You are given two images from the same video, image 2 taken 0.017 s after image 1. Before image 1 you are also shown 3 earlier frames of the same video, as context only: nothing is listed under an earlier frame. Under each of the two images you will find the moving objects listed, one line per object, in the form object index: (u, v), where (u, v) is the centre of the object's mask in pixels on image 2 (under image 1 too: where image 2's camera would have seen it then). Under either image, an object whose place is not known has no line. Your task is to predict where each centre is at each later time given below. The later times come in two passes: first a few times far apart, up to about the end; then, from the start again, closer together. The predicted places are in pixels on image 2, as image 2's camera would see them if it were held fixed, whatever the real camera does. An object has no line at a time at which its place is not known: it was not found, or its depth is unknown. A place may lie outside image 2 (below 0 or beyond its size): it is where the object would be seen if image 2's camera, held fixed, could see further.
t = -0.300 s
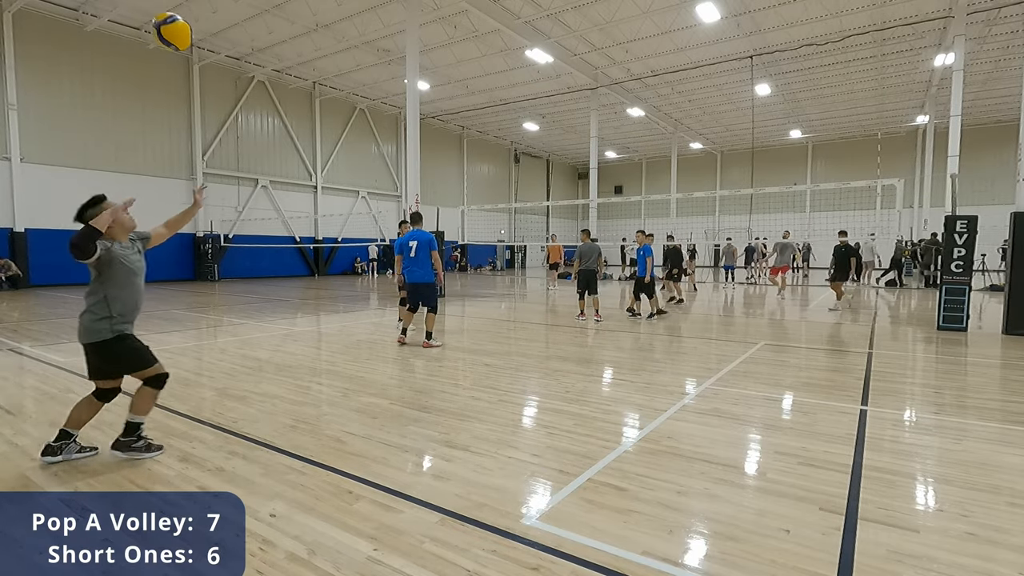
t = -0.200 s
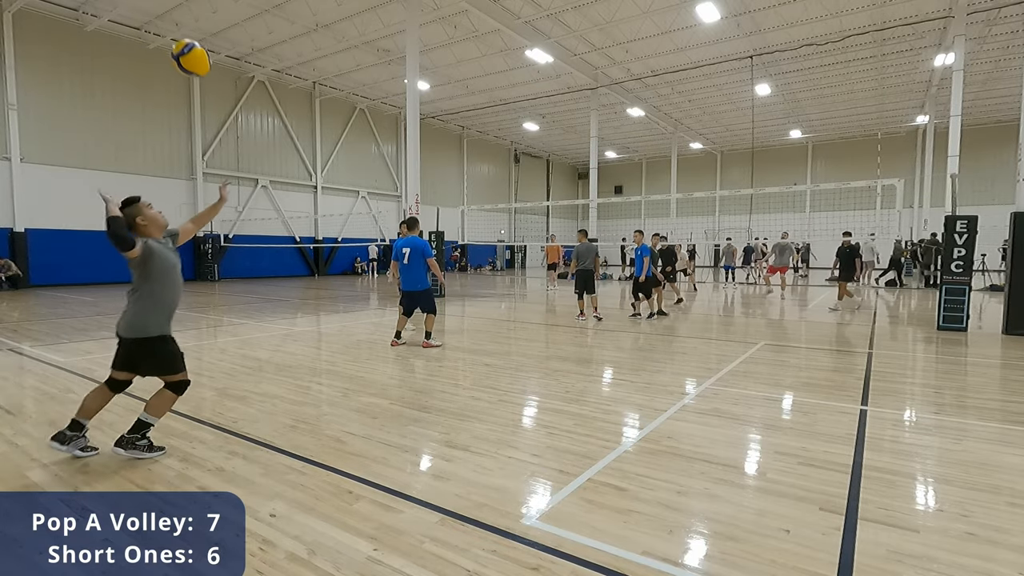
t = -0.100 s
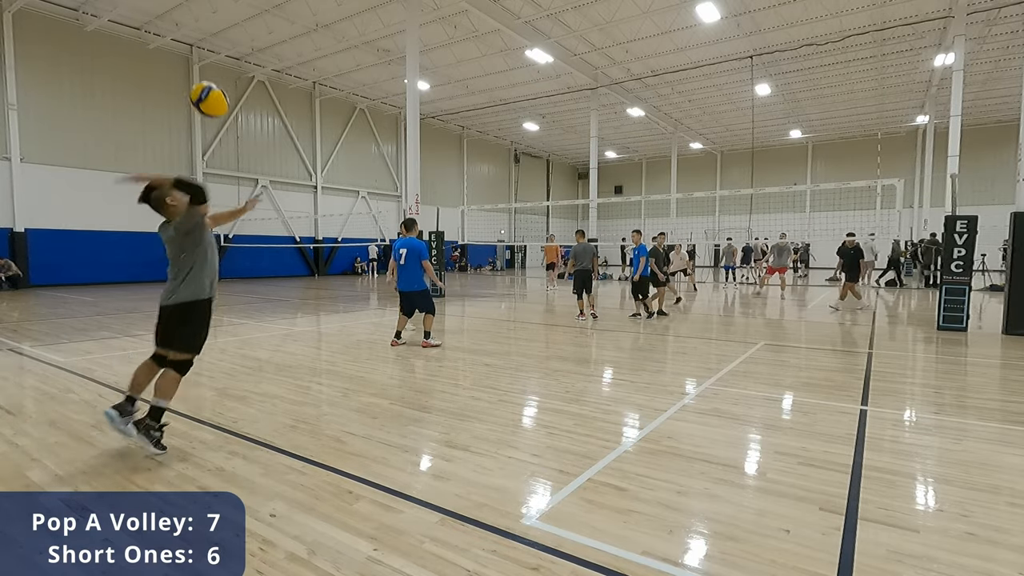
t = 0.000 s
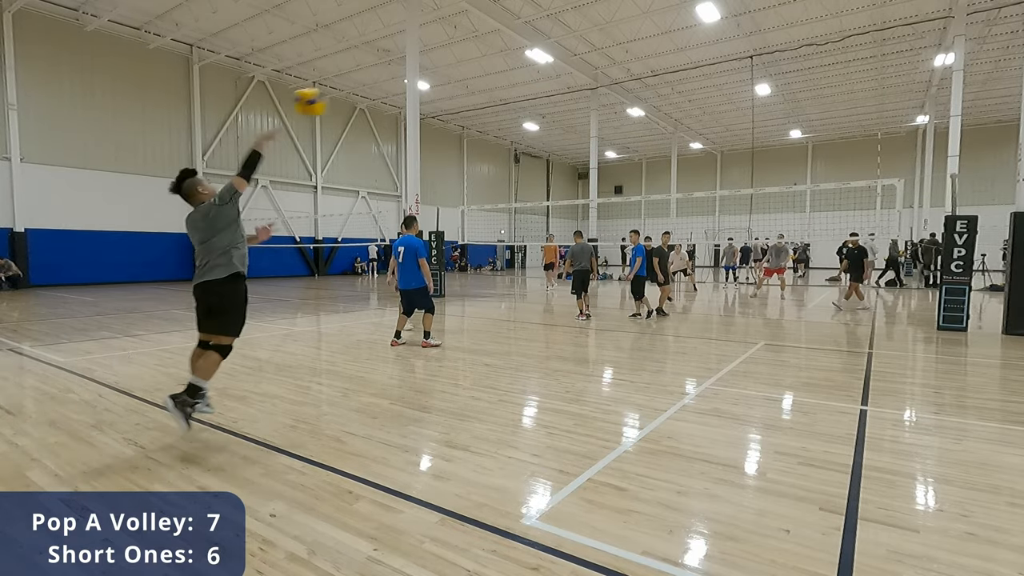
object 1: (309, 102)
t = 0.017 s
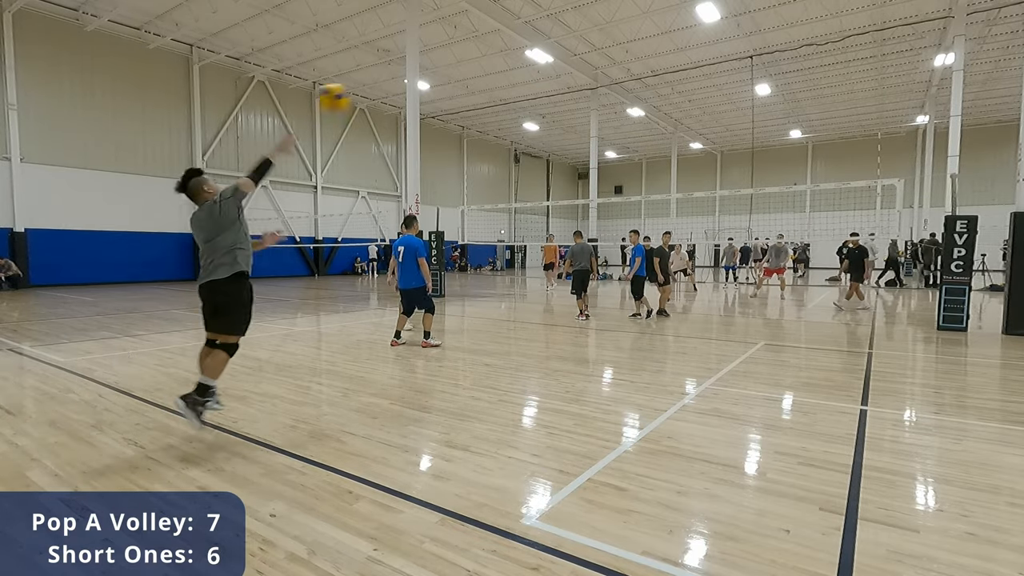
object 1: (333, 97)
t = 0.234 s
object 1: (512, 71)
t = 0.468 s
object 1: (592, 88)
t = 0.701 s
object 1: (634, 121)
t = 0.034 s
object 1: (356, 93)
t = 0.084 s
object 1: (409, 83)
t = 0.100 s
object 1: (425, 80)
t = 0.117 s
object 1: (439, 78)
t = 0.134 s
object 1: (452, 76)
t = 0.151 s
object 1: (464, 75)
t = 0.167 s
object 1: (475, 74)
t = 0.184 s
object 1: (485, 73)
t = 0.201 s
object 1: (495, 72)
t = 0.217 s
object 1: (503, 71)
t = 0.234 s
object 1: (512, 71)
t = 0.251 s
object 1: (520, 71)
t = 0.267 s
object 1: (527, 71)
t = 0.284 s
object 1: (534, 73)
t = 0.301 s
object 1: (541, 73)
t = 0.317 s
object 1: (548, 74)
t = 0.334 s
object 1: (553, 74)
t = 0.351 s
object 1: (559, 75)
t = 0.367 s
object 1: (565, 76)
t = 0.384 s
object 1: (570, 78)
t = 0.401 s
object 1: (574, 80)
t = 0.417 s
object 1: (579, 81)
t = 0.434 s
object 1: (584, 83)
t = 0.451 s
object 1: (588, 85)
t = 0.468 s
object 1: (592, 88)
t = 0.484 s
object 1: (596, 90)
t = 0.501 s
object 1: (600, 92)
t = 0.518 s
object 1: (603, 94)
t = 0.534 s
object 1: (606, 96)
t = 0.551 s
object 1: (610, 98)
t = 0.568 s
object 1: (613, 100)
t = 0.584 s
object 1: (615, 102)
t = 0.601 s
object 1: (618, 105)
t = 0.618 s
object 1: (620, 108)
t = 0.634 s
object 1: (623, 110)
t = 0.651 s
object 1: (625, 112)
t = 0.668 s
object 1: (628, 115)
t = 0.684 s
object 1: (632, 119)
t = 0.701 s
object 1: (634, 121)
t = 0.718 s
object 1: (636, 122)
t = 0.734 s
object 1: (638, 125)
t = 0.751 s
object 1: (640, 127)
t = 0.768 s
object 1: (642, 129)
